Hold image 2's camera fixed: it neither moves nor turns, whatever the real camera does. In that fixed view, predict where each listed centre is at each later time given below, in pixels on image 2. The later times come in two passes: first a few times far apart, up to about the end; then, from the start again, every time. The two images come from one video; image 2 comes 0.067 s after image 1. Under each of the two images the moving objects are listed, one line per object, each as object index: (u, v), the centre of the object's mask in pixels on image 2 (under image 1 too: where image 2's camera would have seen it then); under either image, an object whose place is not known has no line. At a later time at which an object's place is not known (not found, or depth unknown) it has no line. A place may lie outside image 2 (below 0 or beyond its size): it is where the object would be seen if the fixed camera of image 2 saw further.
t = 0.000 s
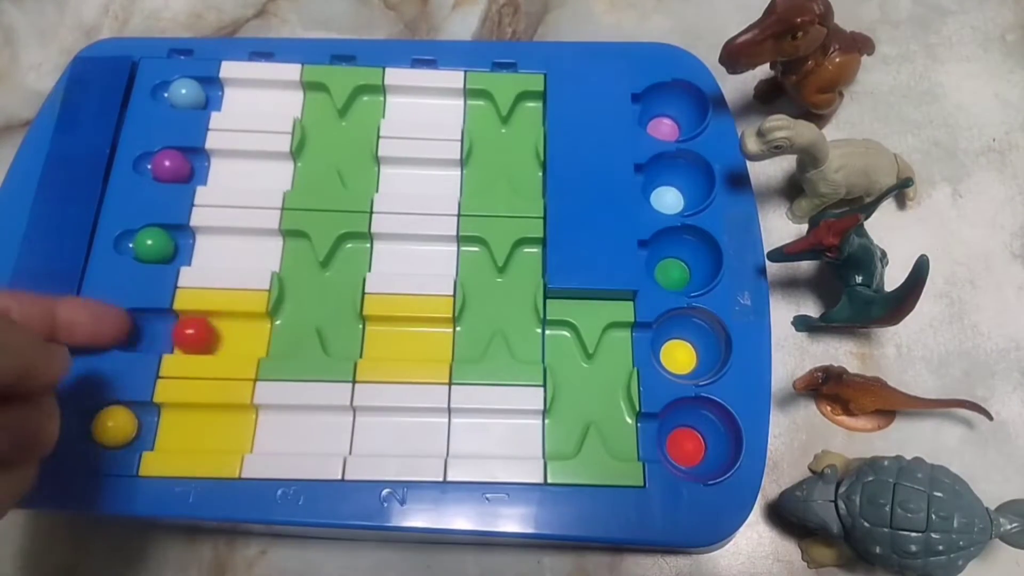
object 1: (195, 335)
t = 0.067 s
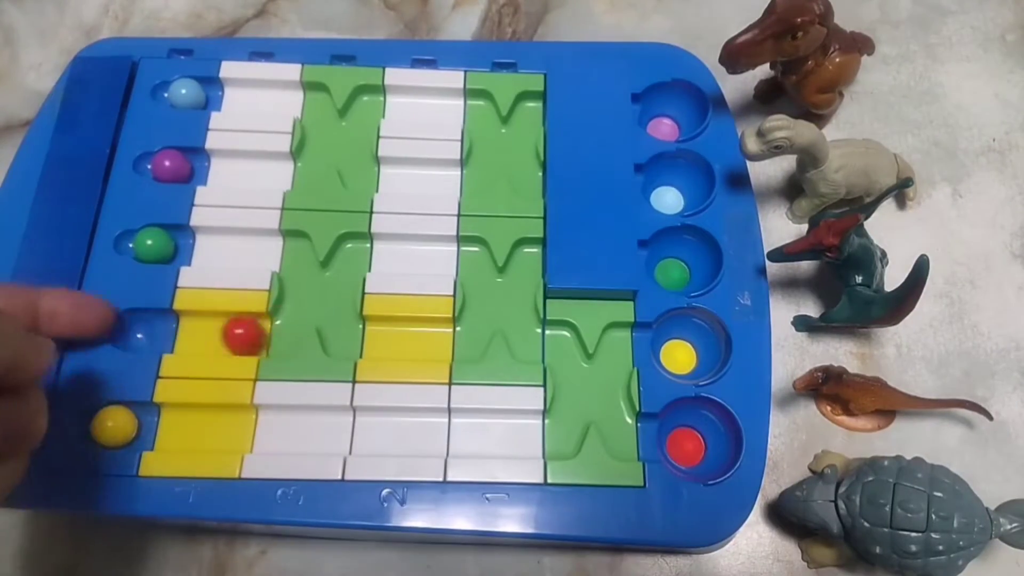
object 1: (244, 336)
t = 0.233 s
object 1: (319, 294)
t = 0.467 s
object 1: (428, 254)
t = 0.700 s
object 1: (517, 311)
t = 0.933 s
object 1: (574, 366)
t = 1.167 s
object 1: (617, 418)
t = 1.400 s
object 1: (712, 443)
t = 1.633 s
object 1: (694, 448)
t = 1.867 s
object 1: (690, 438)
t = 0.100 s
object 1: (274, 335)
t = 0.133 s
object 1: (285, 326)
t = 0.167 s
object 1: (294, 316)
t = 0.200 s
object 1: (305, 305)
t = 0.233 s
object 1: (319, 294)
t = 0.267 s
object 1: (335, 283)
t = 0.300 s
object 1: (342, 269)
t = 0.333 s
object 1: (353, 256)
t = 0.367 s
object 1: (367, 252)
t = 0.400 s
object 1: (384, 253)
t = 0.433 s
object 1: (404, 253)
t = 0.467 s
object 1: (428, 254)
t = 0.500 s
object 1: (454, 255)
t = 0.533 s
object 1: (473, 258)
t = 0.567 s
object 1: (477, 269)
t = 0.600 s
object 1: (484, 279)
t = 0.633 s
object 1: (493, 289)
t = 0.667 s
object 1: (506, 300)
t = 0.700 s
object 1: (517, 311)
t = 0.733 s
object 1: (520, 323)
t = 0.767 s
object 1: (527, 334)
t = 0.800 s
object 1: (539, 344)
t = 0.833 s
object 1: (553, 346)
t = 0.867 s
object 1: (564, 350)
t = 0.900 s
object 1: (569, 358)
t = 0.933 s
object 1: (574, 366)
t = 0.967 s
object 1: (582, 375)
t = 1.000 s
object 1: (595, 383)
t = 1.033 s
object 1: (610, 391)
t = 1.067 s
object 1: (606, 397)
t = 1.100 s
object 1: (609, 404)
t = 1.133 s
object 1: (614, 411)
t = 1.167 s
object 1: (617, 418)
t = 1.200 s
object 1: (622, 427)
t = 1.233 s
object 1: (631, 434)
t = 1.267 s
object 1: (643, 439)
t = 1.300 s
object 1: (656, 436)
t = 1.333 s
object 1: (673, 438)
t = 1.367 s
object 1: (696, 443)
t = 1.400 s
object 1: (712, 443)
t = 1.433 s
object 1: (709, 445)
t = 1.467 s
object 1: (692, 444)
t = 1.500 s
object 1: (686, 440)
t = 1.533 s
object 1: (687, 440)
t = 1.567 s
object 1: (690, 439)
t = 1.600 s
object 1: (695, 441)
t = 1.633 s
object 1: (694, 448)
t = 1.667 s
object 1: (689, 448)
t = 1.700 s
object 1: (690, 449)
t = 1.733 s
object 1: (690, 448)
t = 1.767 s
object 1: (695, 446)
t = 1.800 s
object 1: (694, 441)
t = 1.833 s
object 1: (691, 438)
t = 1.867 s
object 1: (690, 438)
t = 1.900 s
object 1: (691, 438)
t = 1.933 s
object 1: (695, 442)
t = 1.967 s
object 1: (694, 447)
